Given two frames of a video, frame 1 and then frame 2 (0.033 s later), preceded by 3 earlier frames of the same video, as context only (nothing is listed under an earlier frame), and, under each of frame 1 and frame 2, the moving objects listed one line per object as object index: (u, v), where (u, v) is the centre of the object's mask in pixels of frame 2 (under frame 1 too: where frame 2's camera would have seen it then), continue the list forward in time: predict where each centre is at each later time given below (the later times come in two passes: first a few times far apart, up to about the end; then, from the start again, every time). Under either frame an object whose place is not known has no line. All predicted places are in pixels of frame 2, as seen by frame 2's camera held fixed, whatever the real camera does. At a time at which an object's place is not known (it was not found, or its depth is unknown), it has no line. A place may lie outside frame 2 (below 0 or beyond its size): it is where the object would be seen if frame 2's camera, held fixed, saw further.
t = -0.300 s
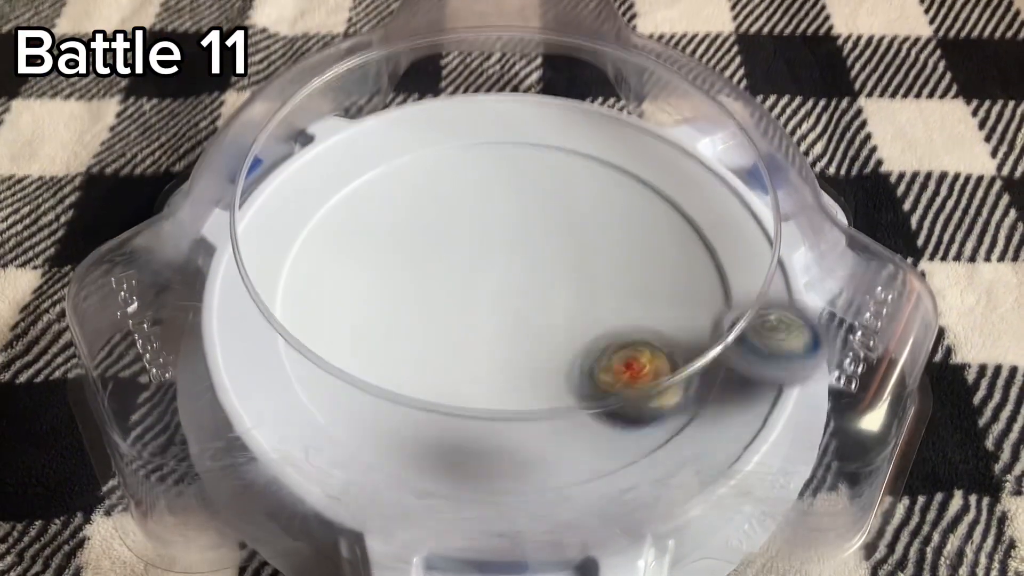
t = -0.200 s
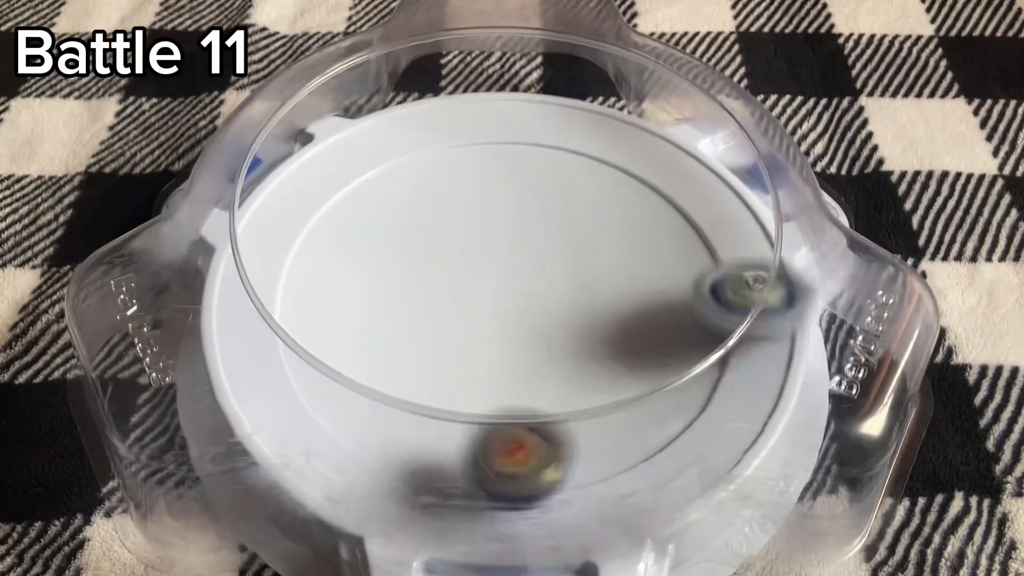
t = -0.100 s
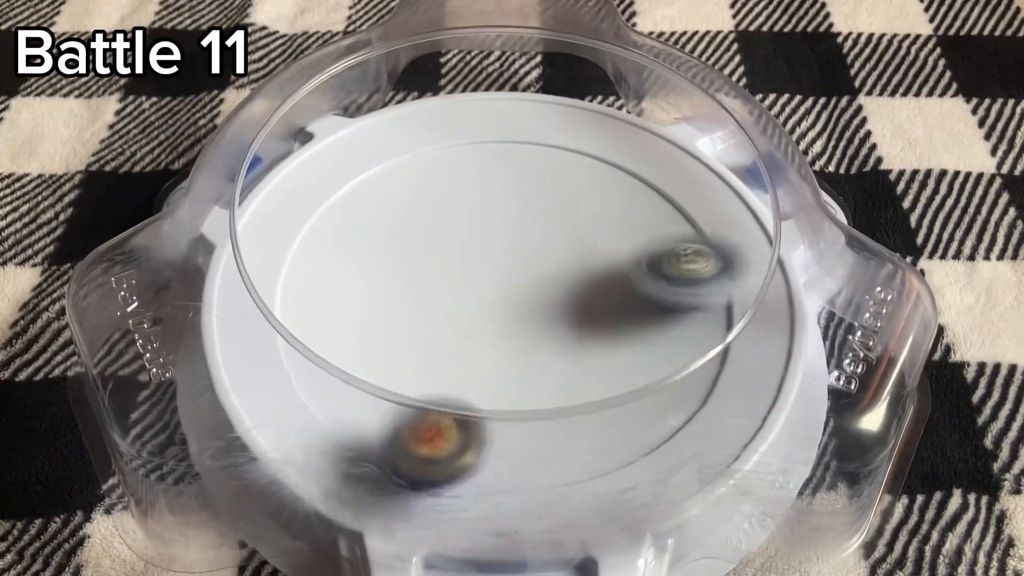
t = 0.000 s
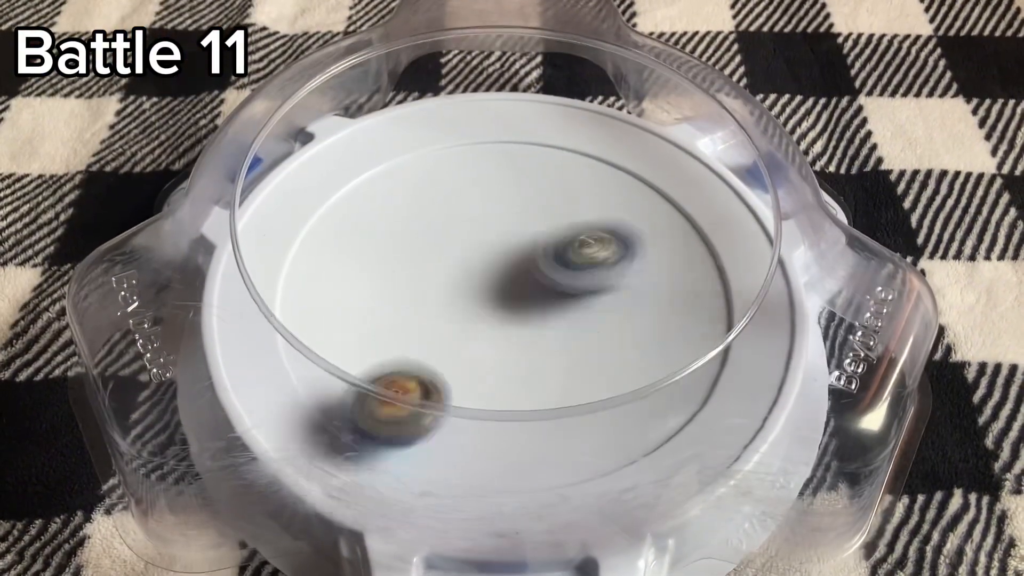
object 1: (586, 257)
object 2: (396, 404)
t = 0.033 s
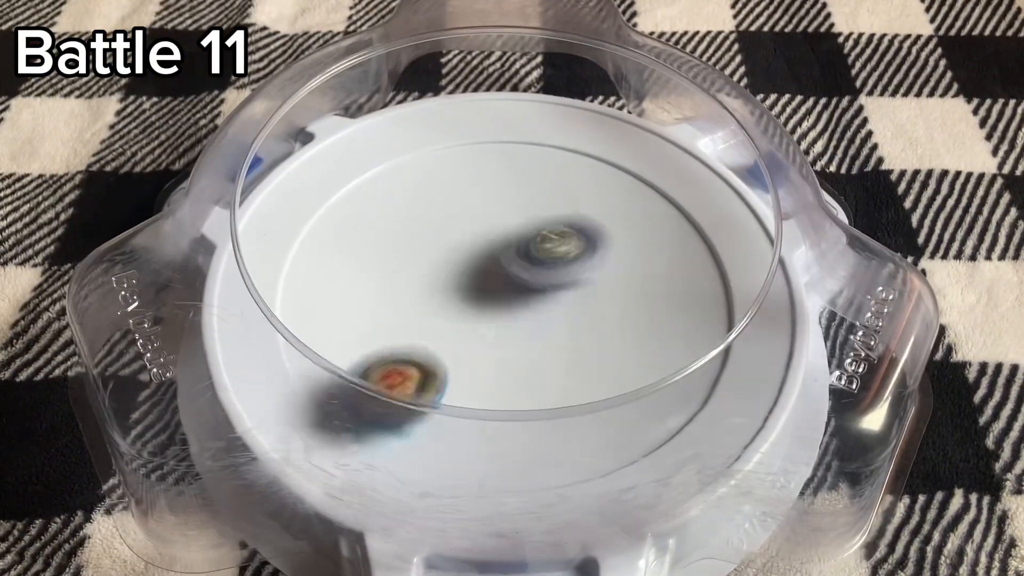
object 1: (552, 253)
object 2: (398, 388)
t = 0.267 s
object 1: (350, 184)
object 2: (484, 365)
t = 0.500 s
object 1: (416, 196)
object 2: (589, 344)
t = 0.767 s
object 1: (528, 250)
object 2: (723, 290)
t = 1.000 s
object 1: (457, 280)
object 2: (698, 243)
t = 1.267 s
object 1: (424, 283)
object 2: (567, 209)
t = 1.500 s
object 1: (303, 422)
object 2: (563, 122)
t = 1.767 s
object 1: (320, 354)
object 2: (428, 272)
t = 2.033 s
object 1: (454, 360)
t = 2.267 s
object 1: (598, 350)
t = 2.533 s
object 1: (469, 393)
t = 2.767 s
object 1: (366, 259)
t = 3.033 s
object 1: (427, 223)
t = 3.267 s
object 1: (513, 294)
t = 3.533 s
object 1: (500, 317)
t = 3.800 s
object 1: (521, 307)
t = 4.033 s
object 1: (555, 278)
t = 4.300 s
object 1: (571, 257)
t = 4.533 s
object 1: (548, 268)
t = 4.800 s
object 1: (518, 288)
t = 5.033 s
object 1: (522, 292)
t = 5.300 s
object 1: (541, 315)
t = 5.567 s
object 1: (558, 287)
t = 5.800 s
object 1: (551, 268)
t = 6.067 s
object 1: (569, 266)
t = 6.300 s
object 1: (552, 292)
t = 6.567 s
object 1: (570, 313)
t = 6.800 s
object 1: (561, 318)
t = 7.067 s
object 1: (555, 305)
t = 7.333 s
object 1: (531, 293)
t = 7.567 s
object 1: (559, 283)
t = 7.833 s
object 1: (551, 290)
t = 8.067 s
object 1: (557, 295)
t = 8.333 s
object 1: (550, 295)
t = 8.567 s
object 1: (549, 288)
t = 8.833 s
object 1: (536, 303)
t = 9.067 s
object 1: (543, 300)
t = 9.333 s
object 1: (536, 283)
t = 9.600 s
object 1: (527, 303)
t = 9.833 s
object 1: (531, 319)
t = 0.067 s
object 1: (516, 250)
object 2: (402, 365)
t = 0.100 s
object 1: (480, 248)
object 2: (404, 354)
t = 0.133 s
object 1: (448, 245)
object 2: (411, 337)
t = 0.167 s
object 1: (416, 242)
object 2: (426, 319)
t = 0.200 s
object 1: (384, 222)
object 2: (443, 334)
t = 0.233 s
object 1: (360, 199)
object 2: (464, 354)
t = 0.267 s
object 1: (350, 184)
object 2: (484, 365)
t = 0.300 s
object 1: (343, 178)
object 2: (503, 374)
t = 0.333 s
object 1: (344, 172)
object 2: (524, 378)
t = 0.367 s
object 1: (347, 169)
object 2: (542, 378)
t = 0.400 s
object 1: (358, 169)
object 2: (560, 375)
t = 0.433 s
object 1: (372, 173)
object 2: (573, 368)
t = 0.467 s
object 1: (391, 185)
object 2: (583, 359)
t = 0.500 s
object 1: (416, 196)
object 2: (589, 344)
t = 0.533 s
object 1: (448, 213)
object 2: (591, 326)
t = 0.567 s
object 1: (482, 230)
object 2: (587, 310)
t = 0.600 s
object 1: (513, 244)
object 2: (587, 296)
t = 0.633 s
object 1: (515, 243)
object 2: (628, 296)
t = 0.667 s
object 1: (517, 243)
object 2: (670, 297)
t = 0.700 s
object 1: (520, 244)
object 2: (705, 298)
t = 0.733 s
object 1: (523, 246)
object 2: (728, 294)
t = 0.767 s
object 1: (528, 250)
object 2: (723, 290)
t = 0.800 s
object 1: (533, 255)
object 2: (702, 292)
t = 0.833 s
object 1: (541, 260)
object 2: (671, 286)
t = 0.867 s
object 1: (542, 268)
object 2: (647, 282)
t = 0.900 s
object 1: (521, 273)
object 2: (664, 273)
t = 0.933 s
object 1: (496, 275)
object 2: (679, 264)
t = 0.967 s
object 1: (474, 277)
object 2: (691, 253)
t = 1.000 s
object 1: (457, 280)
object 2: (698, 243)
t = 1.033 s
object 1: (442, 284)
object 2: (699, 234)
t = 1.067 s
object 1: (429, 284)
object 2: (695, 225)
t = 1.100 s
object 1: (421, 285)
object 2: (685, 217)
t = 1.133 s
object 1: (414, 287)
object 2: (672, 208)
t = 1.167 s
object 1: (412, 286)
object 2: (650, 203)
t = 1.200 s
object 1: (415, 285)
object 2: (627, 199)
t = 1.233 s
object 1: (418, 285)
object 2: (598, 205)
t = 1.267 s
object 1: (424, 283)
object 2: (567, 209)
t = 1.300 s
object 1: (435, 280)
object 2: (538, 221)
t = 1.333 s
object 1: (430, 290)
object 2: (526, 214)
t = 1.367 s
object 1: (389, 326)
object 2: (569, 159)
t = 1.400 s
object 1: (363, 353)
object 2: (598, 114)
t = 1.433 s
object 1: (337, 377)
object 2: (609, 93)
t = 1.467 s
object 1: (317, 398)
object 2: (587, 109)
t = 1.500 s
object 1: (303, 422)
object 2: (563, 122)
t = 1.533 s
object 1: (300, 433)
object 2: (533, 138)
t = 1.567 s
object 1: (295, 427)
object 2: (505, 153)
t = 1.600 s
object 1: (295, 411)
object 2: (480, 174)
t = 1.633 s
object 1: (297, 395)
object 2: (454, 196)
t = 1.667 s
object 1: (301, 380)
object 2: (433, 223)
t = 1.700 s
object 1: (307, 366)
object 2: (416, 251)
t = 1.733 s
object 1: (321, 350)
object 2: (406, 278)
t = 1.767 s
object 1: (320, 354)
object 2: (428, 272)
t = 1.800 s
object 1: (315, 366)
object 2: (464, 244)
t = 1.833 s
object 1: (320, 373)
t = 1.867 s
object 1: (333, 380)
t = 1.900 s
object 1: (349, 382)
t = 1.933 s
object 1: (372, 379)
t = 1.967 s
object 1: (397, 377)
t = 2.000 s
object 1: (425, 363)
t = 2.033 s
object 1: (454, 360)
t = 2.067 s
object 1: (483, 355)
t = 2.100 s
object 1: (511, 346)
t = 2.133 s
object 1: (534, 333)
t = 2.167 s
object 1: (559, 321)
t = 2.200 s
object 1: (578, 316)
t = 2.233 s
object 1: (593, 334)
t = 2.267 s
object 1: (598, 350)
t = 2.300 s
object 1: (600, 367)
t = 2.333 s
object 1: (594, 383)
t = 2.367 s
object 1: (585, 393)
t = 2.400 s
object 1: (569, 404)
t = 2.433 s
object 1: (549, 408)
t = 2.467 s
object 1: (523, 408)
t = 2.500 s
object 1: (502, 393)
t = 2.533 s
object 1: (469, 393)
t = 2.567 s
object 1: (450, 367)
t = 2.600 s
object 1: (425, 354)
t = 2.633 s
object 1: (404, 337)
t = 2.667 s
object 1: (387, 317)
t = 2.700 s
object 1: (374, 298)
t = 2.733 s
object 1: (369, 279)
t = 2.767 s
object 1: (366, 259)
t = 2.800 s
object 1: (367, 244)
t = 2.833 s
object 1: (369, 233)
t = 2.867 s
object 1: (375, 225)
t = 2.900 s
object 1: (381, 219)
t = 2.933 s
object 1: (393, 214)
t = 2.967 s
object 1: (403, 215)
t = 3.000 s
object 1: (413, 217)
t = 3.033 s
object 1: (427, 223)
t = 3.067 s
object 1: (441, 230)
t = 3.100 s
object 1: (453, 237)
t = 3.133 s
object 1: (465, 248)
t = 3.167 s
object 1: (478, 259)
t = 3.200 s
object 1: (493, 272)
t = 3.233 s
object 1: (503, 283)
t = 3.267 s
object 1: (513, 294)
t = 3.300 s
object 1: (520, 306)
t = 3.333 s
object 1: (518, 307)
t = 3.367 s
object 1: (514, 308)
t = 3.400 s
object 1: (511, 309)
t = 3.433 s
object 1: (507, 310)
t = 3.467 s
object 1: (503, 311)
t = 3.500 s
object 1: (501, 313)
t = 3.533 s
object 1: (500, 317)
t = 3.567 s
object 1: (503, 320)
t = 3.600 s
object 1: (507, 325)
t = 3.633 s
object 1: (514, 328)
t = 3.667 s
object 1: (518, 329)
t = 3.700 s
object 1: (519, 323)
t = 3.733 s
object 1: (520, 315)
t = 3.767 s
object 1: (519, 310)
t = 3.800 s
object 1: (521, 307)
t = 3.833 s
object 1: (525, 302)
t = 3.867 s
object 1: (529, 298)
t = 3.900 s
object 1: (534, 295)
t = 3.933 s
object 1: (541, 290)
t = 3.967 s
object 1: (546, 286)
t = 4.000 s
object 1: (551, 281)
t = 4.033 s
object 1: (555, 278)
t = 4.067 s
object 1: (558, 274)
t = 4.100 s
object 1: (561, 272)
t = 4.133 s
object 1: (562, 269)
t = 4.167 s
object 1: (565, 267)
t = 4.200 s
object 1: (566, 264)
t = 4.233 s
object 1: (568, 261)
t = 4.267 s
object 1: (569, 260)
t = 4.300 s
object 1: (571, 257)
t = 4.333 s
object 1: (572, 257)
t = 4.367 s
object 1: (572, 257)
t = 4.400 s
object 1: (569, 259)
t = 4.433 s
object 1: (565, 260)
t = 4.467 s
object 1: (562, 262)
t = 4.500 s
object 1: (554, 265)
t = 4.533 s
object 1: (548, 268)
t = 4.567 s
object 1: (538, 272)
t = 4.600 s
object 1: (540, 272)
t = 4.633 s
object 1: (543, 274)
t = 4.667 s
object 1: (541, 276)
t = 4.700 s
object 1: (536, 279)
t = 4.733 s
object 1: (531, 282)
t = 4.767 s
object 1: (525, 286)
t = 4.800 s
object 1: (518, 288)
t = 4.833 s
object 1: (511, 291)
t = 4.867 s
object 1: (505, 293)
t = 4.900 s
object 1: (496, 296)
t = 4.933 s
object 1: (492, 296)
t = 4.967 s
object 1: (501, 294)
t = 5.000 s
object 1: (514, 292)
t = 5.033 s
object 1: (522, 292)
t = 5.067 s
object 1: (530, 293)
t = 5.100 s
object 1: (534, 296)
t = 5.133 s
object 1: (540, 298)
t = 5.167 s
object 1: (542, 301)
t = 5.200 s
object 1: (545, 304)
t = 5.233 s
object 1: (545, 308)
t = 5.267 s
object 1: (545, 311)
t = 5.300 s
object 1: (541, 315)
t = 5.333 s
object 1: (538, 318)
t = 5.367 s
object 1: (537, 316)
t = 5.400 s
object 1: (547, 306)
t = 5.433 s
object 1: (552, 300)
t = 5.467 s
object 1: (556, 295)
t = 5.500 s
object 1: (557, 291)
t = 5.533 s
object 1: (558, 290)
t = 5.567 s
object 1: (558, 287)
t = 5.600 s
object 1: (558, 285)
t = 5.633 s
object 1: (558, 280)
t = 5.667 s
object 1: (558, 276)
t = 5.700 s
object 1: (558, 273)
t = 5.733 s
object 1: (557, 269)
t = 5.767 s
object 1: (555, 268)
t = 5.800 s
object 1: (551, 268)
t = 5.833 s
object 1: (549, 268)
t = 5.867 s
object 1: (555, 263)
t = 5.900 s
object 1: (560, 260)
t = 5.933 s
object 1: (565, 257)
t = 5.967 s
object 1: (569, 256)
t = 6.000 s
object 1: (573, 259)
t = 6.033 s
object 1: (571, 263)
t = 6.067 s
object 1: (569, 266)
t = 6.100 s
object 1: (567, 268)
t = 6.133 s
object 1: (563, 271)
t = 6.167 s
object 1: (562, 274)
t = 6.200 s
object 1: (555, 280)
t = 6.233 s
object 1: (550, 287)
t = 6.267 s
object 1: (549, 289)
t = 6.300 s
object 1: (552, 292)
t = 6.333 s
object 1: (556, 294)
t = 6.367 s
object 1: (559, 299)
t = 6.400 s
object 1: (564, 304)
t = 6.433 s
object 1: (568, 304)
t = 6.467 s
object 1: (569, 305)
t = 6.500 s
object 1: (573, 308)
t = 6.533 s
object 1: (570, 312)
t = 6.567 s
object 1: (570, 313)
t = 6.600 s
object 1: (575, 312)
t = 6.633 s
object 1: (570, 315)
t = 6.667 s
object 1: (568, 320)
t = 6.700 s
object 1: (564, 318)
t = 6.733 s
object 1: (561, 317)
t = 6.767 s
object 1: (562, 320)
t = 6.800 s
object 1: (561, 318)
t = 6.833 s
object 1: (564, 315)
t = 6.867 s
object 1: (568, 313)
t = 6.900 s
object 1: (563, 314)
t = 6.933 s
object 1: (562, 314)
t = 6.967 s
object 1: (565, 308)
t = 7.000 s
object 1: (558, 310)
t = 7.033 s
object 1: (553, 310)
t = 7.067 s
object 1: (555, 305)
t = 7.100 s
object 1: (550, 304)
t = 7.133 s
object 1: (545, 304)
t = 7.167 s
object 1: (548, 299)
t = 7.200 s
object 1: (546, 299)
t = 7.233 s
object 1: (541, 299)
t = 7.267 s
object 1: (542, 294)
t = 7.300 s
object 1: (537, 294)
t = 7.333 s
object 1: (531, 293)
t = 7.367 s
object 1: (542, 287)
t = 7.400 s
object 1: (546, 288)
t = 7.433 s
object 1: (551, 285)
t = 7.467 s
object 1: (557, 282)
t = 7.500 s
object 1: (556, 282)
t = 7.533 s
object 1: (557, 280)
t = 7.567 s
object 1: (559, 283)
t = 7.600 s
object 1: (558, 280)
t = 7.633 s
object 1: (555, 283)
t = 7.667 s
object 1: (551, 286)
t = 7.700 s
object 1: (554, 286)
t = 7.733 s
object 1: (547, 291)
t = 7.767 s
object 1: (542, 292)
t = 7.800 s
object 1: (546, 297)
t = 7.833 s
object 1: (551, 290)
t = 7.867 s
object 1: (558, 290)
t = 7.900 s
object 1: (560, 288)
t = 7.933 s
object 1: (566, 291)
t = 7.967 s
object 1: (562, 289)
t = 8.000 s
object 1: (562, 291)
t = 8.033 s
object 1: (556, 292)
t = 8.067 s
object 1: (557, 295)
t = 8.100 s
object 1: (552, 295)
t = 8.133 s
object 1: (549, 299)
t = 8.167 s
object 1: (548, 298)
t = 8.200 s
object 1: (551, 302)
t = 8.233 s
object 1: (555, 296)
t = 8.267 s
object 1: (555, 297)
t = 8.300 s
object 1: (554, 292)
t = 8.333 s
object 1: (550, 295)
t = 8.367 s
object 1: (553, 292)
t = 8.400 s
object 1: (548, 294)
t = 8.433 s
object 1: (549, 294)
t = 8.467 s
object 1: (547, 292)
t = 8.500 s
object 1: (547, 295)
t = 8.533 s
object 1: (553, 289)
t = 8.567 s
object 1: (549, 288)
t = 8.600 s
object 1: (547, 287)
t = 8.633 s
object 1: (540, 288)
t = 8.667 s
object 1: (533, 293)
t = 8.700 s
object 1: (532, 294)
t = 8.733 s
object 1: (528, 296)
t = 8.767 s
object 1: (532, 300)
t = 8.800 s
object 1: (534, 300)
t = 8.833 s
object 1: (536, 303)
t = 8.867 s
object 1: (541, 301)
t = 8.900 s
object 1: (535, 300)
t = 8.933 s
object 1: (534, 303)
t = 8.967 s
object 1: (543, 303)
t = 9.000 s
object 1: (540, 302)
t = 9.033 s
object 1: (540, 304)
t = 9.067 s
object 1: (543, 300)
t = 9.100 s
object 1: (542, 298)
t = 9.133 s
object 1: (538, 300)
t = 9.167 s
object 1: (537, 301)
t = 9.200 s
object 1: (533, 298)
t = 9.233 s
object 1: (532, 293)
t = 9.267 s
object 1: (532, 290)
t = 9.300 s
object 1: (535, 287)
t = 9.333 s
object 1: (536, 283)
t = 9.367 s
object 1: (535, 281)
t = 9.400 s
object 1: (532, 282)
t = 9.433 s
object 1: (531, 286)
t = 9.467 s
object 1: (532, 288)
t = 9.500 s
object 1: (531, 290)
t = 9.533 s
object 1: (528, 292)
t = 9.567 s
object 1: (525, 297)
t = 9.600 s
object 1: (527, 303)
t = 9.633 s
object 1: (530, 307)
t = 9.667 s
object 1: (532, 311)
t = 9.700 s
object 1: (535, 314)
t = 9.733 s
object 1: (536, 315)
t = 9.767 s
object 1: (533, 315)
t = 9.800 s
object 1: (531, 317)
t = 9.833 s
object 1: (531, 319)
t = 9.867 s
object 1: (531, 320)
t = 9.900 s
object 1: (534, 320)
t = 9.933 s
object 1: (535, 319)
